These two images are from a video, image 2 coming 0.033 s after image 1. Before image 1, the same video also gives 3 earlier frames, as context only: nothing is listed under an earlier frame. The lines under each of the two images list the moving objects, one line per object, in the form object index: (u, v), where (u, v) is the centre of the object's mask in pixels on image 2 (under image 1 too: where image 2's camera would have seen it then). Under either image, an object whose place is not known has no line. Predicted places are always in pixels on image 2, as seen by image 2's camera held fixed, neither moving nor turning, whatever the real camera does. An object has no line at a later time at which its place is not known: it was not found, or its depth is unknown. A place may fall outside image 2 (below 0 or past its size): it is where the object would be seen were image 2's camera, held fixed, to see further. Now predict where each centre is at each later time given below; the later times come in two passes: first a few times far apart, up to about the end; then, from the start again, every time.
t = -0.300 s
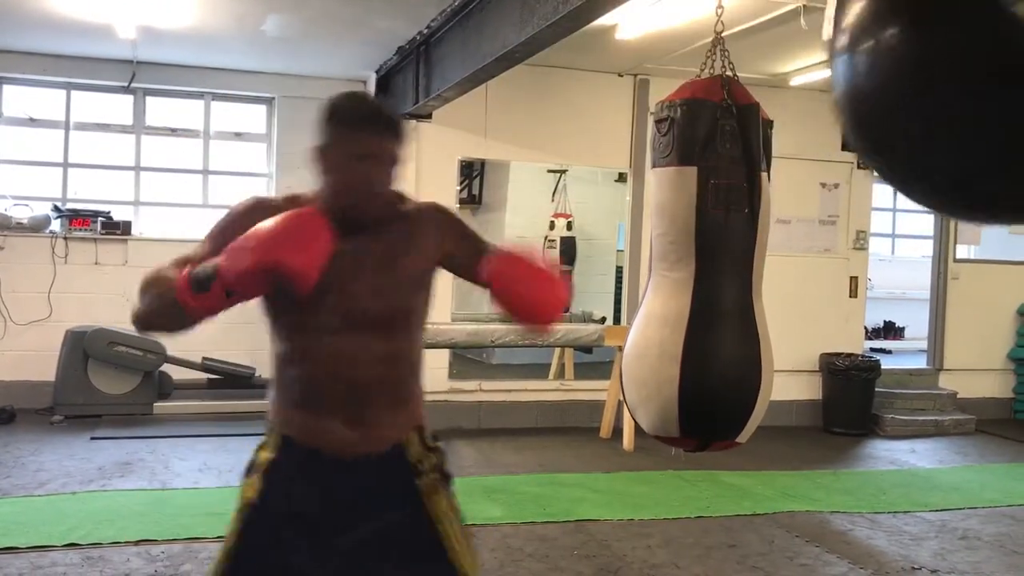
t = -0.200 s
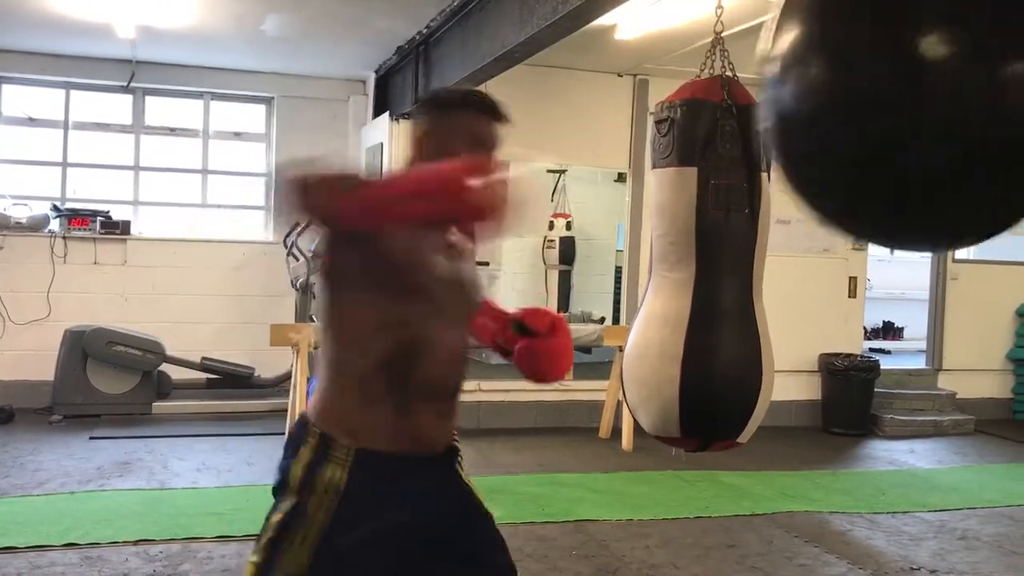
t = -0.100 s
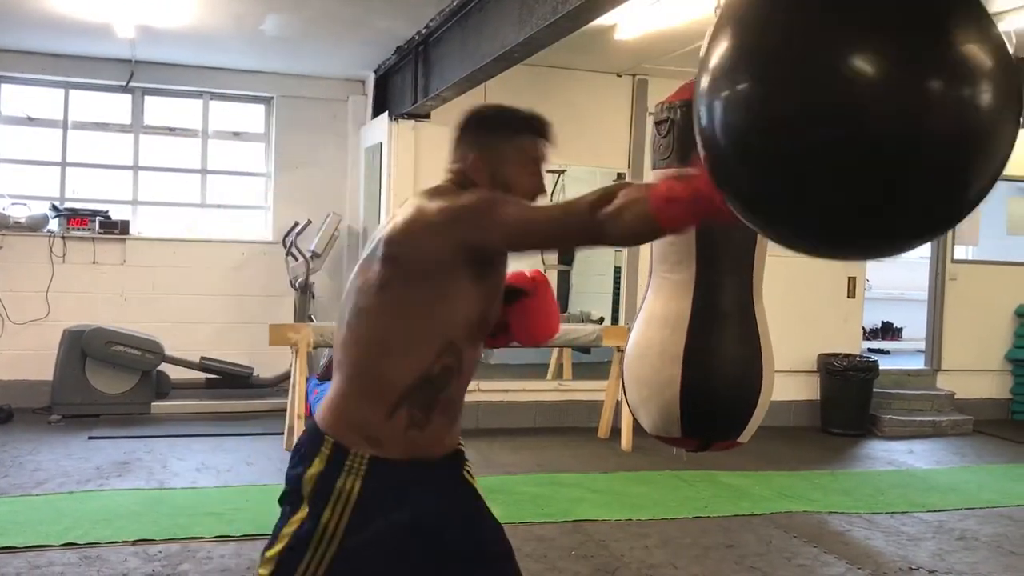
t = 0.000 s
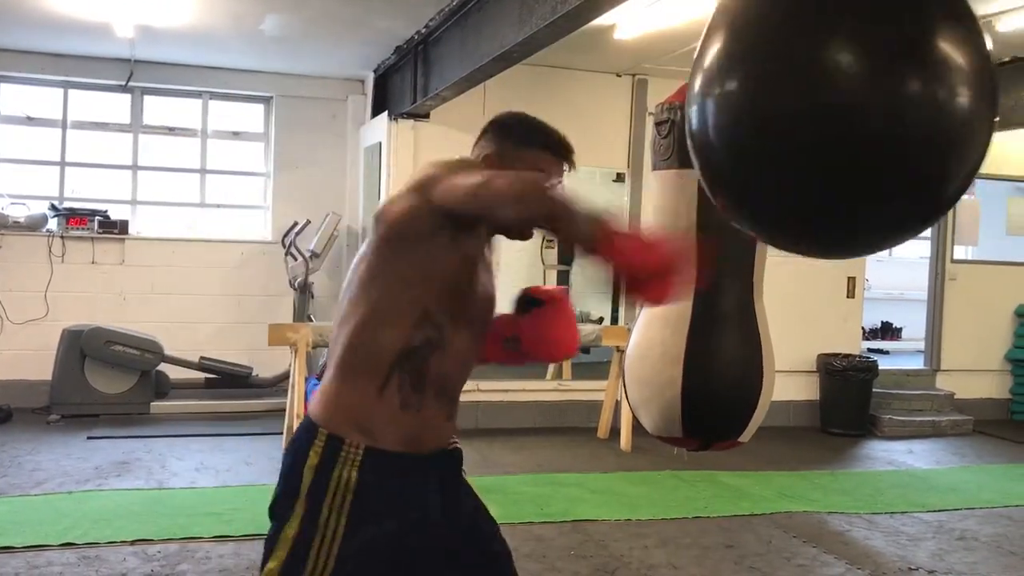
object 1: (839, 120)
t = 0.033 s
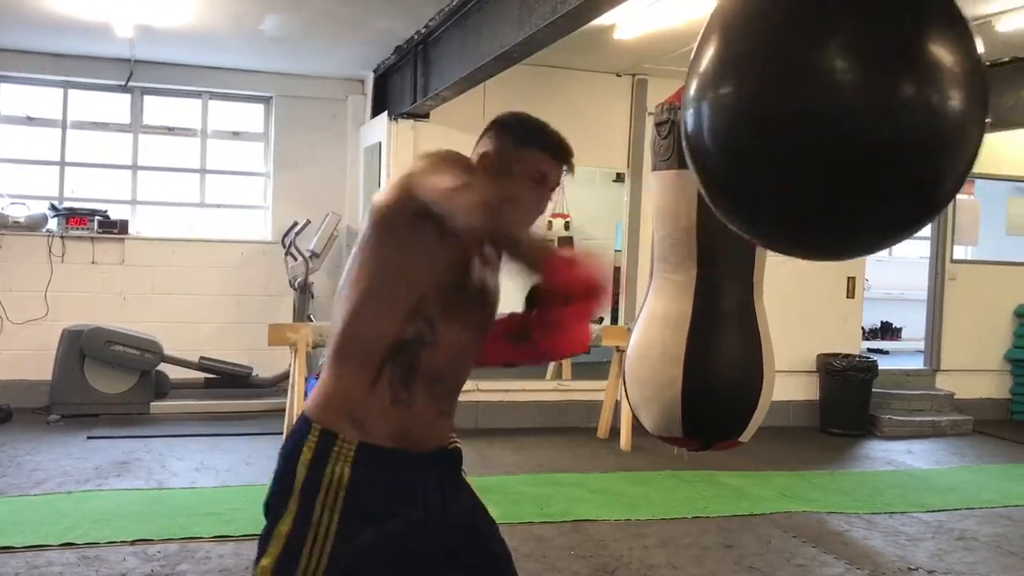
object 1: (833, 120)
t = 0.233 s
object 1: (787, 126)
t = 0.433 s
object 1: (755, 121)
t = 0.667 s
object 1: (752, 123)
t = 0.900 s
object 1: (785, 126)
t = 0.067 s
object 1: (826, 121)
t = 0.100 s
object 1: (817, 122)
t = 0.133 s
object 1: (809, 123)
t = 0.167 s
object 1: (801, 125)
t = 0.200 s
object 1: (795, 126)
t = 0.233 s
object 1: (787, 126)
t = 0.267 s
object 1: (781, 124)
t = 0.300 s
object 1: (775, 123)
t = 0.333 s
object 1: (768, 123)
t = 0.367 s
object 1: (764, 123)
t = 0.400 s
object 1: (759, 122)
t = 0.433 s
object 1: (755, 121)
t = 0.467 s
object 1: (752, 120)
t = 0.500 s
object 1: (750, 120)
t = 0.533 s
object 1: (749, 120)
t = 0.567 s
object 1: (747, 121)
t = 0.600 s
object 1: (748, 122)
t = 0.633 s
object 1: (750, 122)
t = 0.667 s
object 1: (752, 123)
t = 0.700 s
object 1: (755, 123)
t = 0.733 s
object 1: (758, 124)
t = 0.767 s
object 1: (763, 124)
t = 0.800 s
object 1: (768, 126)
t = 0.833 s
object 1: (773, 126)
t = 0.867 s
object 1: (778, 127)
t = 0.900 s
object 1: (785, 126)
